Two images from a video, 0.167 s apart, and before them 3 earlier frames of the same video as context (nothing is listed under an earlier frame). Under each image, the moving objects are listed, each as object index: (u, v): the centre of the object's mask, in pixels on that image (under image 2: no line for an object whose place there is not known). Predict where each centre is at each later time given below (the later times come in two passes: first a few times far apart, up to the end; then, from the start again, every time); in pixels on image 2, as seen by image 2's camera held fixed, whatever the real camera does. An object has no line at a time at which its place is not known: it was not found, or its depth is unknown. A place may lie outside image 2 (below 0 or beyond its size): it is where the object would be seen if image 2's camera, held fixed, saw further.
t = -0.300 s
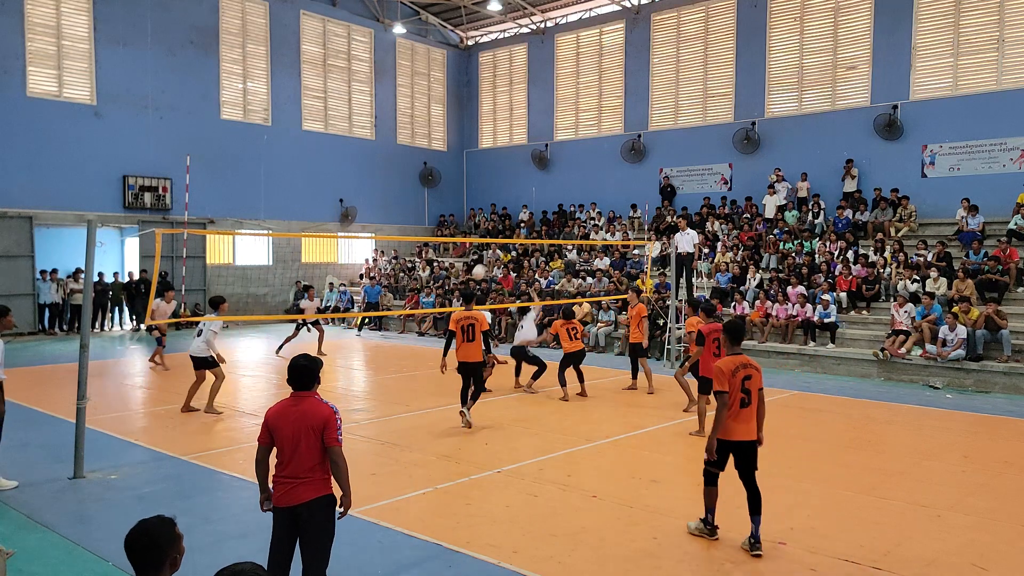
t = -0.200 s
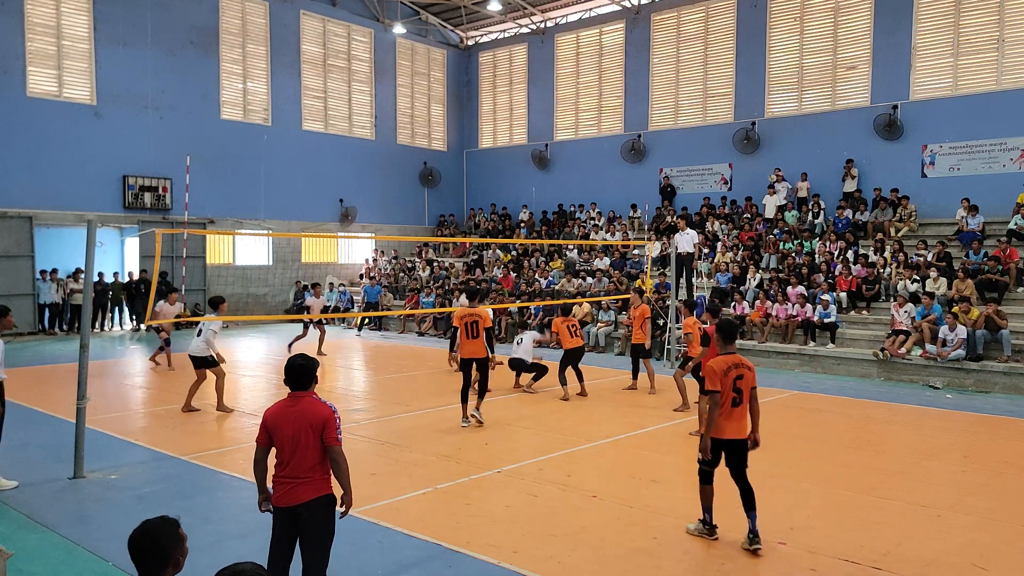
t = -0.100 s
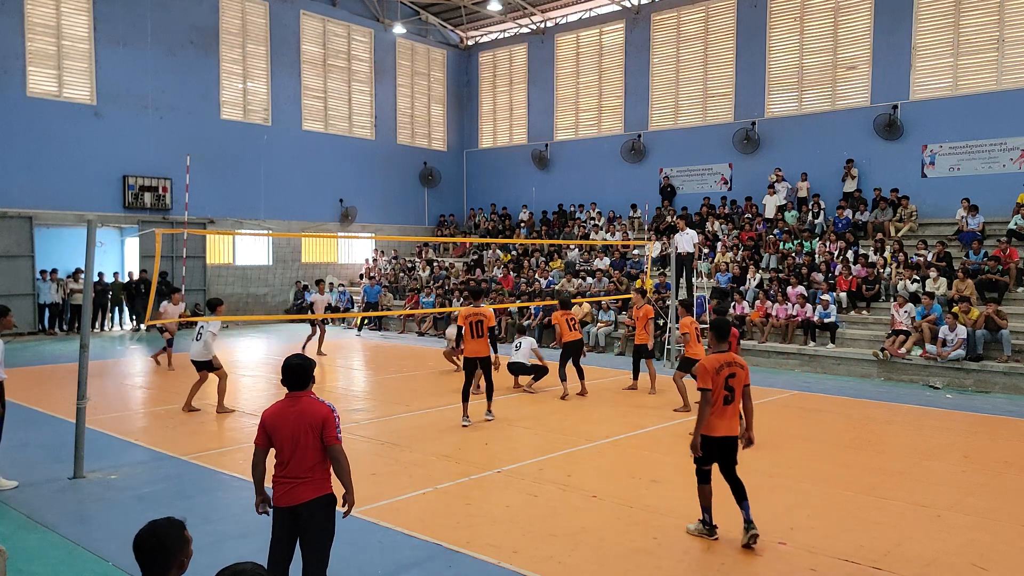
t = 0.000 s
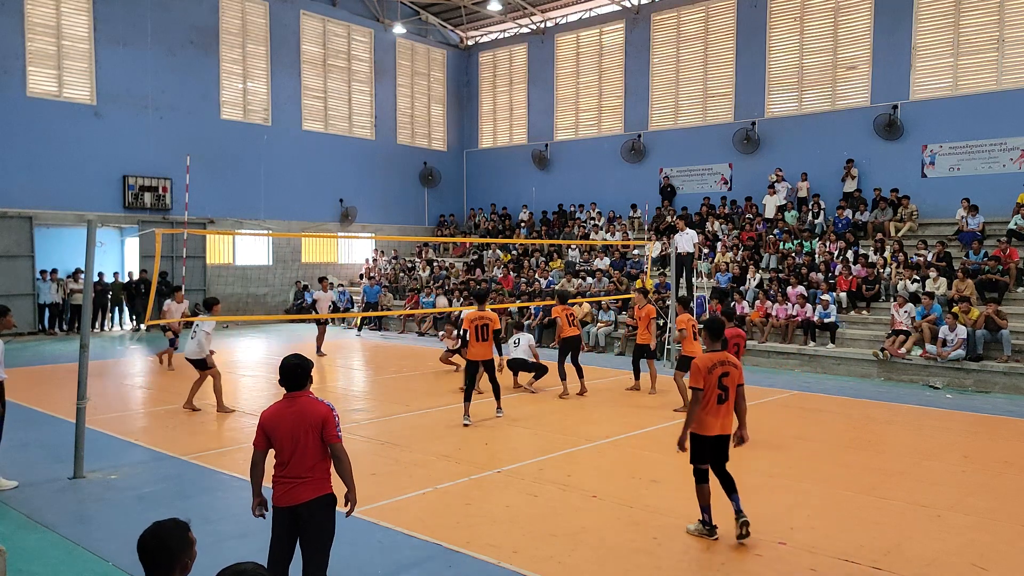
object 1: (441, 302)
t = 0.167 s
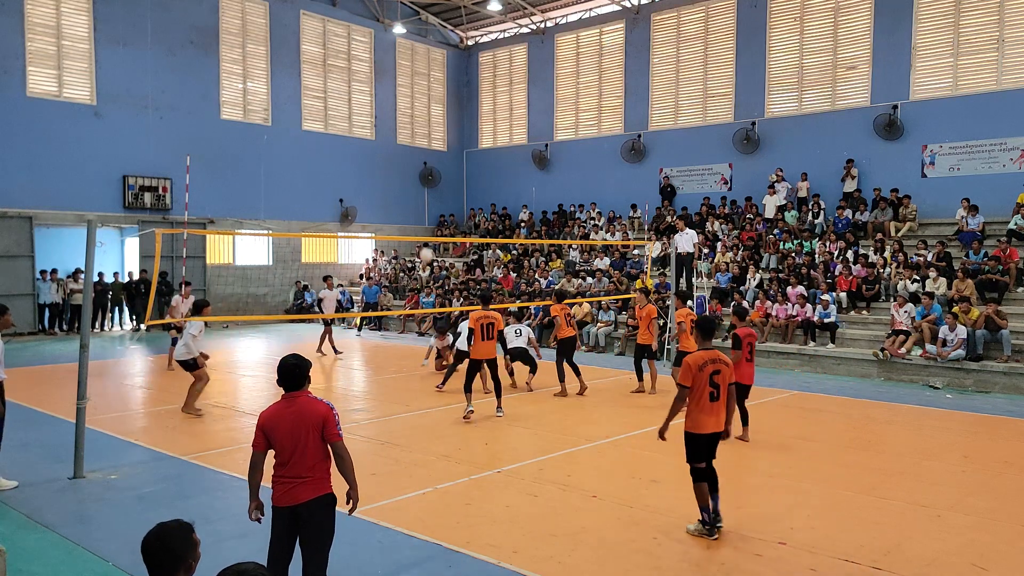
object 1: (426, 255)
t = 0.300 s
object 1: (413, 227)
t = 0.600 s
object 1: (382, 199)
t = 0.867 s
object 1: (354, 217)
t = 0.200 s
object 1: (423, 248)
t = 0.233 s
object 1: (420, 240)
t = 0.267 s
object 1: (416, 232)
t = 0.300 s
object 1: (413, 227)
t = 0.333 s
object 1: (409, 221)
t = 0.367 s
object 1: (406, 217)
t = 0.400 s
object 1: (403, 212)
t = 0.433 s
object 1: (399, 208)
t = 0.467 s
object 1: (396, 205)
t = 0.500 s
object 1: (392, 203)
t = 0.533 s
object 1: (389, 201)
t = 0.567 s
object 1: (385, 200)
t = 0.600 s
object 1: (382, 199)
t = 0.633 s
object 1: (379, 199)
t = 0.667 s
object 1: (375, 199)
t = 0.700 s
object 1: (372, 201)
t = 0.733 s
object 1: (368, 203)
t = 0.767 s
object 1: (365, 205)
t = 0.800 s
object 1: (361, 208)
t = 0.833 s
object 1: (358, 213)
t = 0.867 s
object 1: (354, 217)
